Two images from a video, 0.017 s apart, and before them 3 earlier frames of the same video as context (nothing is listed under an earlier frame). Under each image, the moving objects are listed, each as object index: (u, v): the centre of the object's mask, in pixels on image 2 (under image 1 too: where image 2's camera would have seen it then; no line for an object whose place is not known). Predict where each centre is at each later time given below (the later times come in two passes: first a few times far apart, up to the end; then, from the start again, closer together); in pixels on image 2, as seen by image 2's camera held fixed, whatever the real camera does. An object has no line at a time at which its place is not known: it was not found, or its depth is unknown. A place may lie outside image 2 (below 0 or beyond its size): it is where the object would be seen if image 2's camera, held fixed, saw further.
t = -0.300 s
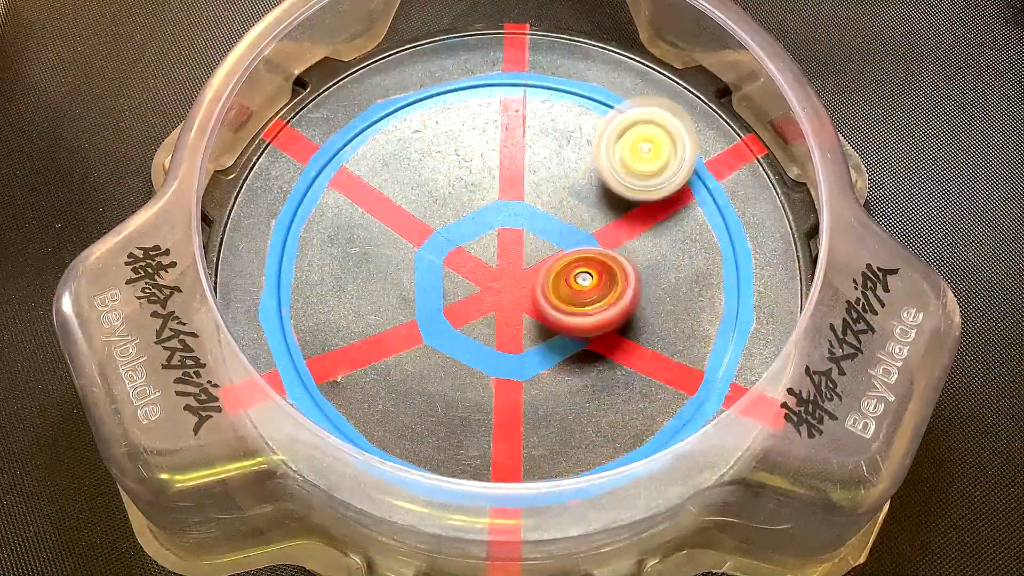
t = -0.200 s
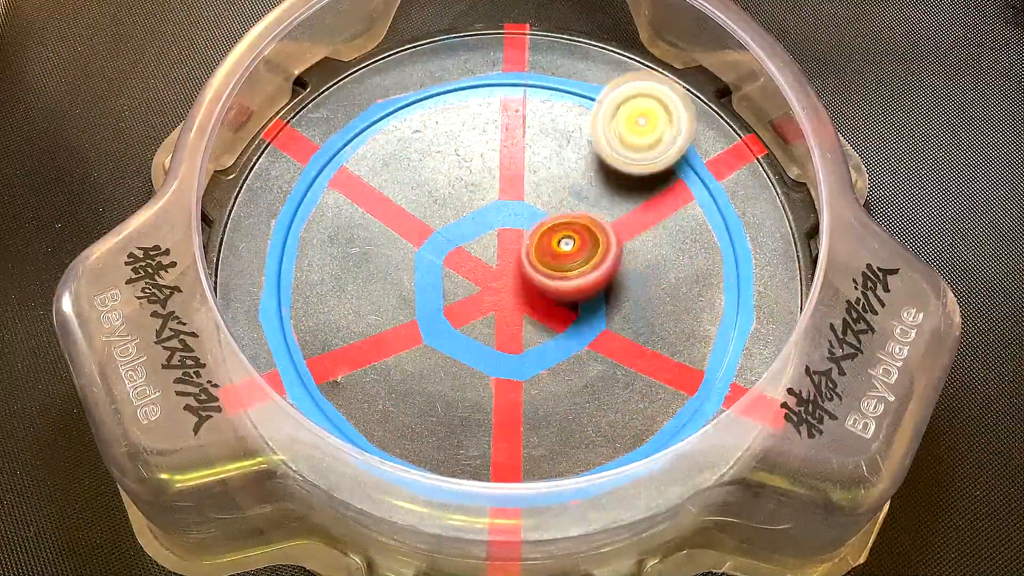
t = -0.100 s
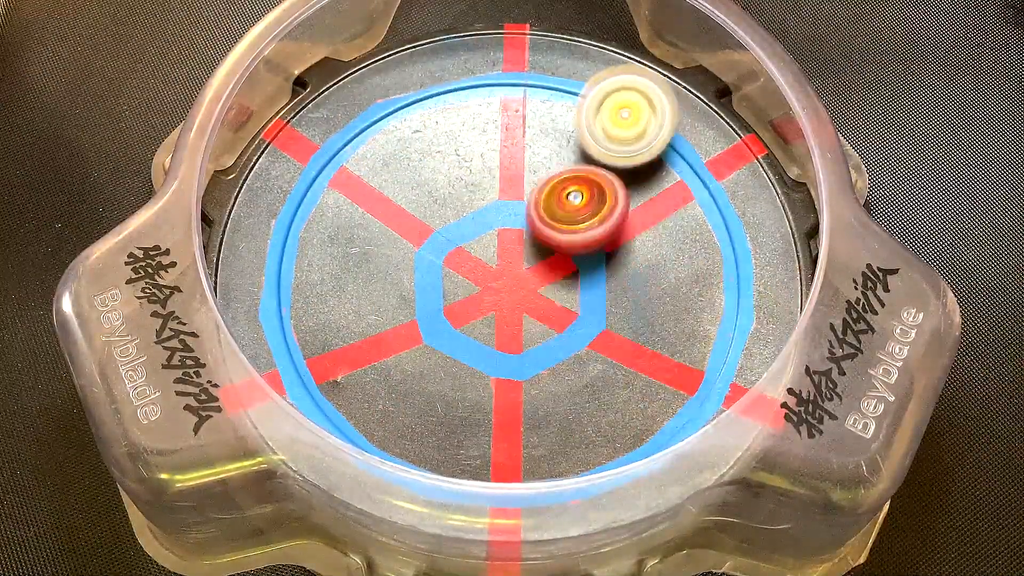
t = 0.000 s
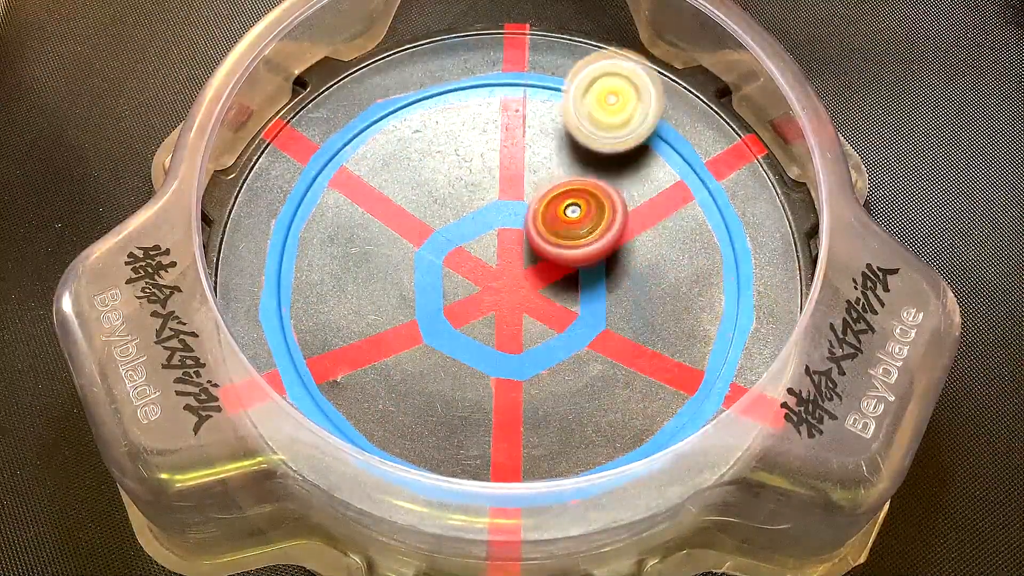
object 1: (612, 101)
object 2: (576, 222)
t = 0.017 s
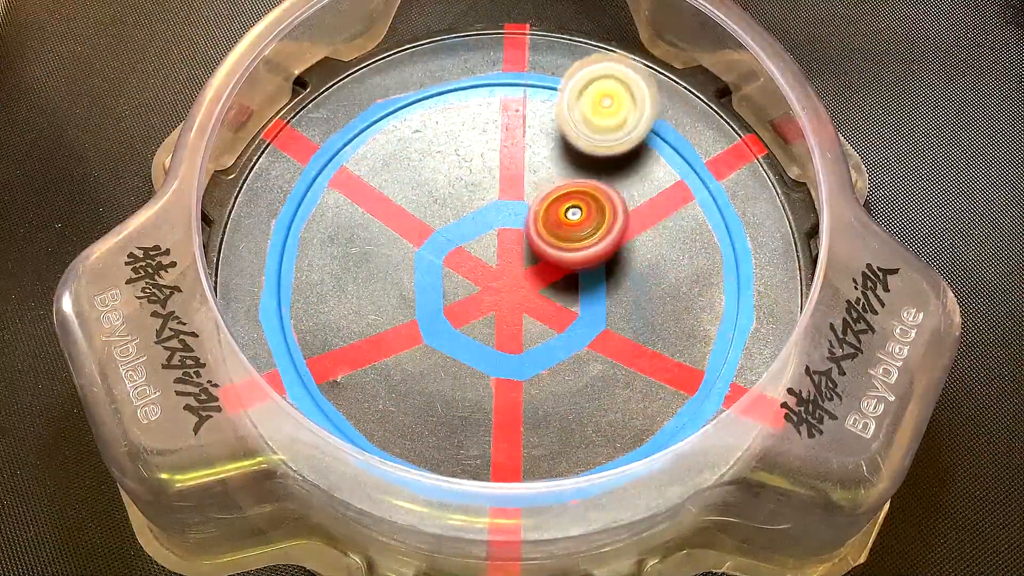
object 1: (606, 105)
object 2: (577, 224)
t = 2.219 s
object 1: (454, 274)
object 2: (593, 202)
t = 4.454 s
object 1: (504, 428)
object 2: (542, 302)
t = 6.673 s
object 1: (590, 224)
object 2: (447, 306)
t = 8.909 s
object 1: (460, 292)
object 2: (526, 181)
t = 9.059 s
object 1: (471, 299)
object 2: (444, 185)
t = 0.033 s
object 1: (601, 109)
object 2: (578, 226)
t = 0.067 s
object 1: (588, 120)
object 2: (580, 229)
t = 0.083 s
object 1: (582, 125)
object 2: (582, 230)
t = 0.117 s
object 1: (572, 135)
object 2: (586, 235)
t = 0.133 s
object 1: (567, 138)
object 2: (589, 240)
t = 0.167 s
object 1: (557, 145)
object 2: (597, 247)
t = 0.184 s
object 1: (554, 150)
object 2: (601, 249)
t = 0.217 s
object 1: (549, 164)
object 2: (611, 252)
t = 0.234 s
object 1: (547, 172)
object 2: (616, 253)
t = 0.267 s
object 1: (545, 188)
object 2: (627, 256)
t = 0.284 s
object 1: (545, 197)
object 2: (631, 258)
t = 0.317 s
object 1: (534, 207)
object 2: (647, 276)
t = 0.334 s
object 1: (529, 211)
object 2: (651, 285)
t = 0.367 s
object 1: (522, 221)
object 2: (652, 303)
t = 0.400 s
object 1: (519, 233)
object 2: (642, 322)
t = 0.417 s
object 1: (518, 242)
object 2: (634, 330)
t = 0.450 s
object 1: (518, 254)
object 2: (609, 344)
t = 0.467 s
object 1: (521, 261)
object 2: (592, 347)
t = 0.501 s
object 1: (513, 258)
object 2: (573, 367)
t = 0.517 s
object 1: (507, 253)
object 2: (565, 379)
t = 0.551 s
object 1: (495, 245)
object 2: (544, 394)
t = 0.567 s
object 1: (490, 242)
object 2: (531, 399)
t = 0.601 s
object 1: (482, 236)
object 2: (505, 403)
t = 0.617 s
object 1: (480, 236)
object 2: (491, 401)
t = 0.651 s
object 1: (477, 234)
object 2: (462, 391)
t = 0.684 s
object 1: (475, 237)
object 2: (435, 373)
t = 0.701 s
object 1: (475, 242)
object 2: (422, 361)
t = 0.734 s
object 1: (475, 250)
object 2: (400, 329)
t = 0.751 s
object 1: (481, 251)
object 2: (386, 317)
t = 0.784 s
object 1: (510, 241)
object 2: (340, 298)
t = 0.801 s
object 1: (524, 238)
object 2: (322, 288)
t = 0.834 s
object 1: (546, 226)
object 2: (290, 261)
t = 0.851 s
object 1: (556, 222)
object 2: (278, 247)
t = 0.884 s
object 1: (571, 211)
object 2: (288, 215)
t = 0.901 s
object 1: (576, 206)
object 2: (299, 202)
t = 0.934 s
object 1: (584, 194)
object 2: (322, 177)
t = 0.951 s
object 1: (587, 191)
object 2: (335, 162)
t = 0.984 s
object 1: (588, 181)
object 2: (362, 132)
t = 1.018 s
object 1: (585, 172)
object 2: (393, 103)
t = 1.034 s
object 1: (583, 168)
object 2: (412, 89)
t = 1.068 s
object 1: (575, 159)
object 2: (457, 75)
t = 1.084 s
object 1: (571, 156)
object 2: (485, 72)
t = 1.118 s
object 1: (570, 170)
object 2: (528, 62)
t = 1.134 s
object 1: (576, 189)
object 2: (542, 56)
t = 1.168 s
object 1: (589, 226)
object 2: (568, 55)
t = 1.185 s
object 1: (596, 244)
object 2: (580, 54)
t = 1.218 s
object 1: (610, 277)
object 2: (603, 53)
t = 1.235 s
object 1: (617, 293)
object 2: (614, 52)
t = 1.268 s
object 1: (629, 319)
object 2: (632, 57)
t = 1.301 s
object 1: (639, 342)
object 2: (639, 79)
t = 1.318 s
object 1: (643, 352)
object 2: (641, 94)
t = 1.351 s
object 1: (650, 367)
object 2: (640, 128)
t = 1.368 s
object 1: (654, 372)
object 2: (636, 147)
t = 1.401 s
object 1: (657, 379)
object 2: (625, 190)
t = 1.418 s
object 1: (658, 381)
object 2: (618, 211)
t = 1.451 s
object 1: (657, 383)
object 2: (595, 252)
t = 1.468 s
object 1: (657, 383)
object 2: (582, 271)
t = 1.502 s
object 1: (652, 380)
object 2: (547, 306)
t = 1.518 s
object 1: (650, 377)
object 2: (527, 322)
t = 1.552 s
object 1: (642, 369)
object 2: (487, 346)
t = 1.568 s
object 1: (638, 363)
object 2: (466, 356)
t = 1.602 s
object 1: (626, 348)
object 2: (423, 373)
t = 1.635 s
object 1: (611, 332)
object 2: (380, 375)
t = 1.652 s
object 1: (604, 323)
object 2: (359, 376)
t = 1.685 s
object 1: (589, 304)
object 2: (320, 365)
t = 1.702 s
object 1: (582, 294)
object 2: (306, 357)
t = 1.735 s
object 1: (569, 277)
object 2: (290, 331)
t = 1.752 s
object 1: (563, 268)
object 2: (286, 319)
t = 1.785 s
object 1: (553, 252)
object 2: (283, 294)
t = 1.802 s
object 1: (547, 244)
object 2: (288, 280)
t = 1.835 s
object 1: (537, 231)
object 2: (295, 251)
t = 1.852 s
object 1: (531, 225)
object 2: (300, 237)
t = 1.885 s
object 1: (521, 219)
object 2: (308, 210)
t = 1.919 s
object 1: (512, 217)
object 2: (318, 184)
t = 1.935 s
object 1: (509, 215)
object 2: (324, 169)
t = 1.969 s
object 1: (499, 216)
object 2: (339, 144)
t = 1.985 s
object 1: (497, 217)
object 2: (353, 134)
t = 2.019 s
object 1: (489, 222)
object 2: (383, 121)
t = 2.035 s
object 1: (484, 226)
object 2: (401, 117)
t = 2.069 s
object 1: (478, 234)
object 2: (438, 117)
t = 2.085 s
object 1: (475, 236)
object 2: (457, 119)
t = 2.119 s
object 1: (469, 246)
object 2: (495, 130)
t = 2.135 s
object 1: (466, 252)
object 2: (514, 139)
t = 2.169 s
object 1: (461, 262)
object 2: (549, 160)
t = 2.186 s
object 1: (458, 265)
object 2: (565, 172)
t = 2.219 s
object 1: (454, 274)
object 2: (593, 202)
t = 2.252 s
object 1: (451, 282)
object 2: (615, 237)
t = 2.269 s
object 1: (450, 287)
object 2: (623, 256)
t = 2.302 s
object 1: (450, 293)
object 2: (637, 295)
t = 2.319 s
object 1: (450, 295)
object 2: (640, 314)
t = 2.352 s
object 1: (451, 301)
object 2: (638, 355)
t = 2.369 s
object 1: (453, 304)
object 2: (635, 376)
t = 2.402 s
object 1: (457, 309)
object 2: (619, 413)
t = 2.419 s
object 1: (459, 311)
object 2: (606, 425)
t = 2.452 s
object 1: (463, 316)
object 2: (584, 465)
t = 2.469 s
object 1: (465, 317)
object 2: (566, 465)
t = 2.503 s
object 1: (468, 319)
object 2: (519, 463)
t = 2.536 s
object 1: (473, 320)
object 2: (475, 460)
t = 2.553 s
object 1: (475, 320)
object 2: (454, 457)
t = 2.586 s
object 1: (479, 320)
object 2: (414, 443)
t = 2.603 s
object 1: (481, 318)
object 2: (397, 434)
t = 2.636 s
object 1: (482, 316)
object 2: (369, 406)
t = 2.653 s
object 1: (483, 315)
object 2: (355, 396)
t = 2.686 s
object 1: (483, 311)
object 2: (329, 371)
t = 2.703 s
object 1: (482, 308)
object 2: (317, 353)
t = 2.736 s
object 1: (479, 301)
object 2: (309, 316)
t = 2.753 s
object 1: (477, 297)
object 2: (311, 299)
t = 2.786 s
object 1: (474, 291)
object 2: (323, 263)
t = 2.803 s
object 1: (473, 288)
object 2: (332, 246)
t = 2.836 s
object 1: (470, 283)
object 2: (357, 217)
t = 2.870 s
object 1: (468, 276)
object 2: (389, 192)
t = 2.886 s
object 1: (467, 275)
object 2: (410, 183)
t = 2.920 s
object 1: (466, 272)
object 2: (447, 170)
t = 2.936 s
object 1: (465, 270)
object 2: (468, 162)
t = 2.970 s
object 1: (463, 269)
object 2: (512, 157)
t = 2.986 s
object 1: (461, 268)
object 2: (535, 156)
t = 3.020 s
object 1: (459, 267)
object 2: (578, 161)
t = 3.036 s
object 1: (459, 267)
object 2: (598, 165)
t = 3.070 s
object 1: (458, 267)
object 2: (641, 176)
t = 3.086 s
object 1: (457, 267)
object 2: (661, 185)
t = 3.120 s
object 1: (454, 267)
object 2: (699, 206)
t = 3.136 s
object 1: (454, 268)
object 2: (717, 219)
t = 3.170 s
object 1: (452, 269)
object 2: (743, 248)
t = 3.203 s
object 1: (451, 269)
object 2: (737, 282)
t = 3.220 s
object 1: (449, 269)
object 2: (732, 302)
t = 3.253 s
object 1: (447, 269)
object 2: (720, 333)
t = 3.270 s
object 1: (448, 270)
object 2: (713, 349)
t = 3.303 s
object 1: (447, 268)
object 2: (688, 376)
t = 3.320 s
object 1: (447, 266)
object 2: (673, 390)
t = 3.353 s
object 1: (446, 265)
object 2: (646, 411)
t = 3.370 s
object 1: (447, 264)
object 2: (628, 420)
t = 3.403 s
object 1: (449, 261)
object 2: (590, 433)
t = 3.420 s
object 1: (449, 258)
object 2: (572, 437)
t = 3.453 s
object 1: (450, 255)
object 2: (526, 440)
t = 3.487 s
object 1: (453, 251)
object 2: (484, 433)
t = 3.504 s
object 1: (455, 249)
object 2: (461, 424)
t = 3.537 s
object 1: (457, 244)
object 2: (431, 398)
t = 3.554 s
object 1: (459, 242)
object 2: (416, 382)
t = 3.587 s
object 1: (463, 238)
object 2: (397, 345)
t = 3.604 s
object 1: (464, 236)
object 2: (391, 326)
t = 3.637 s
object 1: (477, 229)
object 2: (375, 293)
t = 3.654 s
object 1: (501, 215)
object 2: (355, 286)
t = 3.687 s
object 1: (543, 189)
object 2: (320, 266)
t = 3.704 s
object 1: (562, 180)
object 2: (307, 256)
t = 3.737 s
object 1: (596, 161)
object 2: (287, 233)
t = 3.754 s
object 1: (608, 151)
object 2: (282, 221)
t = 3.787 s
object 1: (633, 135)
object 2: (298, 202)
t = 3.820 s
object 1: (651, 124)
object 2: (317, 180)
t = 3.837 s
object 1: (657, 119)
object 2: (329, 169)
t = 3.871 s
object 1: (657, 124)
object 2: (354, 145)
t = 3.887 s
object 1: (655, 131)
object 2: (368, 134)
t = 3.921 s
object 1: (644, 142)
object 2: (400, 115)
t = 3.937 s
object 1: (638, 147)
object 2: (419, 109)
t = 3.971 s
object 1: (621, 163)
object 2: (458, 101)
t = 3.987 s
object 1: (611, 169)
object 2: (480, 99)
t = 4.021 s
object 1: (588, 183)
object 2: (523, 104)
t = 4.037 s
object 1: (578, 195)
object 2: (542, 103)
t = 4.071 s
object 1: (577, 236)
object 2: (561, 90)
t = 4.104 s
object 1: (577, 278)
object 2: (579, 78)
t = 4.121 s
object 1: (577, 300)
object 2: (588, 82)
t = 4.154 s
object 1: (577, 339)
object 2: (604, 95)
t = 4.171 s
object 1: (580, 357)
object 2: (613, 101)
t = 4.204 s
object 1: (580, 394)
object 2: (630, 120)
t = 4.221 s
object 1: (577, 410)
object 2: (637, 133)
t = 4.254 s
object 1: (574, 430)
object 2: (647, 162)
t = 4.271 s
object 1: (573, 436)
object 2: (648, 180)
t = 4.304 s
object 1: (565, 451)
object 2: (645, 216)
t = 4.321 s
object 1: (561, 453)
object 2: (640, 234)
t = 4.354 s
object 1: (547, 440)
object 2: (625, 268)
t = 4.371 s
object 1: (542, 433)
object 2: (614, 284)
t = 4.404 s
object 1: (532, 419)
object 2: (585, 314)
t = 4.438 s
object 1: (515, 418)
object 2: (559, 314)
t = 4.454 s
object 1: (504, 428)
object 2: (542, 302)
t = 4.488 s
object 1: (485, 434)
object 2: (512, 280)
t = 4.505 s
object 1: (475, 436)
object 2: (497, 271)
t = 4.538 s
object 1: (459, 436)
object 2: (475, 253)
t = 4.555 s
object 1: (452, 436)
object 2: (462, 243)
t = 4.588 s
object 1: (444, 431)
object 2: (443, 229)
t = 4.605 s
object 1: (441, 427)
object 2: (436, 222)
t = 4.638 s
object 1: (438, 416)
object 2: (421, 206)
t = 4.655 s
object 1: (438, 408)
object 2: (414, 201)
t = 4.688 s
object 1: (446, 384)
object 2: (406, 192)
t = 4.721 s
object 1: (456, 357)
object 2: (401, 185)
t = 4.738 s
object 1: (464, 341)
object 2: (399, 180)
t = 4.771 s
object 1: (477, 316)
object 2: (397, 177)
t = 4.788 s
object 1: (483, 303)
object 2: (398, 177)
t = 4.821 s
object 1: (496, 281)
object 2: (402, 177)
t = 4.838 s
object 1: (502, 272)
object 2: (403, 179)
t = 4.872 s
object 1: (514, 253)
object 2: (411, 183)
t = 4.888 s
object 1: (519, 247)
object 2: (416, 185)
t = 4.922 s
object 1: (530, 237)
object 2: (428, 189)
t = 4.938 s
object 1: (535, 234)
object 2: (434, 192)
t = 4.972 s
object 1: (542, 229)
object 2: (446, 198)
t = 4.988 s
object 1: (548, 230)
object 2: (450, 199)
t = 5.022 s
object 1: (566, 234)
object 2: (452, 201)
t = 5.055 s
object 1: (580, 238)
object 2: (457, 203)
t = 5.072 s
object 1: (586, 238)
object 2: (459, 204)
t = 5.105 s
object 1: (593, 240)
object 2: (464, 209)
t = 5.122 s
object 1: (597, 240)
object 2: (466, 212)
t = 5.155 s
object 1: (600, 241)
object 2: (472, 221)
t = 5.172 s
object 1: (600, 241)
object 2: (475, 227)
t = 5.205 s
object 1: (601, 241)
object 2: (482, 237)
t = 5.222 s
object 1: (599, 241)
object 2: (485, 242)
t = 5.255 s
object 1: (600, 241)
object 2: (486, 256)
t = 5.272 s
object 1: (604, 241)
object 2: (483, 264)
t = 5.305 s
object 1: (610, 241)
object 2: (479, 279)
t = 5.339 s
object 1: (611, 243)
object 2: (478, 291)
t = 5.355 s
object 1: (611, 242)
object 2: (477, 297)
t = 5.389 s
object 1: (612, 243)
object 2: (478, 309)
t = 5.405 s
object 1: (611, 244)
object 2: (479, 314)
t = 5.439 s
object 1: (608, 245)
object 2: (481, 323)
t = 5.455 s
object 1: (606, 247)
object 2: (481, 327)
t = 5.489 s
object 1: (602, 248)
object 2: (483, 336)
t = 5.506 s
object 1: (602, 249)
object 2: (484, 339)
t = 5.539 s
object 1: (594, 254)
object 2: (488, 346)
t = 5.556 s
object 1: (591, 255)
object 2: (489, 349)
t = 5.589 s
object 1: (582, 262)
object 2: (494, 351)
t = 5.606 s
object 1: (577, 264)
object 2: (496, 351)
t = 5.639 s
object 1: (570, 271)
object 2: (501, 350)
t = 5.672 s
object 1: (573, 264)
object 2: (492, 363)
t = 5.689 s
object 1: (574, 261)
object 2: (489, 368)
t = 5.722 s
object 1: (574, 253)
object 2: (484, 374)
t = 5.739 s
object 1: (572, 249)
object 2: (482, 375)
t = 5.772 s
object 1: (569, 241)
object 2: (482, 375)
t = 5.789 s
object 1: (568, 238)
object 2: (482, 374)
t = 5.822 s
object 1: (564, 232)
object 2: (482, 371)
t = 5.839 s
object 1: (562, 230)
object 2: (481, 370)
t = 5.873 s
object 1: (559, 227)
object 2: (480, 365)
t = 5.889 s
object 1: (556, 227)
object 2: (480, 363)
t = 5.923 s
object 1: (551, 229)
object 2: (479, 356)
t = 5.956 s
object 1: (544, 234)
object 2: (478, 349)
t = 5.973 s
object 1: (541, 237)
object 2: (478, 346)
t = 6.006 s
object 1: (533, 247)
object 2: (481, 335)
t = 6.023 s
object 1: (529, 250)
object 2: (483, 333)
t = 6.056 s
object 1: (532, 221)
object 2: (474, 358)
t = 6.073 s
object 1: (533, 212)
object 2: (469, 368)
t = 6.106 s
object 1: (537, 193)
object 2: (464, 384)
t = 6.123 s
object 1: (538, 185)
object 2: (461, 390)
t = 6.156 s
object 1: (542, 173)
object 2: (459, 395)
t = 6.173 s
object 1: (544, 168)
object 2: (460, 396)
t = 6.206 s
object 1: (548, 162)
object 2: (461, 394)
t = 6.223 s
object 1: (548, 161)
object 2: (462, 392)
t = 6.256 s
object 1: (548, 161)
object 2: (466, 387)
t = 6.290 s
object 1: (546, 164)
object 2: (468, 380)
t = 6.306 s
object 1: (544, 167)
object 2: (468, 375)
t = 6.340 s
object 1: (541, 171)
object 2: (470, 365)
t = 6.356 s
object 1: (540, 173)
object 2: (472, 360)
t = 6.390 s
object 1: (540, 179)
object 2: (475, 350)
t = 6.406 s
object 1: (541, 182)
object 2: (477, 345)
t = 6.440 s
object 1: (544, 191)
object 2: (478, 337)
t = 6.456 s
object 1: (546, 192)
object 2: (478, 333)
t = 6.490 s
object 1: (551, 201)
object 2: (479, 324)
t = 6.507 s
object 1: (553, 204)
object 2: (480, 320)
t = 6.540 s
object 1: (554, 211)
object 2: (482, 312)
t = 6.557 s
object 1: (555, 216)
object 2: (483, 307)
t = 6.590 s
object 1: (557, 227)
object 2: (485, 297)
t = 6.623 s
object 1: (566, 232)
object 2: (476, 299)
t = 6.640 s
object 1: (574, 229)
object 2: (464, 301)
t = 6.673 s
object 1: (590, 224)
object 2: (447, 306)
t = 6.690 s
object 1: (597, 222)
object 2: (439, 308)
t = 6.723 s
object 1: (605, 211)
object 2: (423, 307)
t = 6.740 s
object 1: (606, 208)
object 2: (417, 305)
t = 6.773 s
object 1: (608, 204)
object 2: (406, 300)
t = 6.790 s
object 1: (609, 201)
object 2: (402, 297)
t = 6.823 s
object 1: (609, 199)
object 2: (397, 293)
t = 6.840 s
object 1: (609, 198)
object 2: (395, 291)
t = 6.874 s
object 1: (605, 197)
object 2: (394, 286)
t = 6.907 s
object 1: (602, 202)
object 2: (397, 284)
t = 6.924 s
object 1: (601, 207)
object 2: (398, 283)
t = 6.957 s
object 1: (596, 213)
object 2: (400, 281)
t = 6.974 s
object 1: (589, 217)
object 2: (402, 280)
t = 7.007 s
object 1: (578, 229)
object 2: (408, 277)
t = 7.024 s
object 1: (572, 234)
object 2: (411, 276)
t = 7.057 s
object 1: (560, 243)
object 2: (415, 274)
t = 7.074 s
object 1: (554, 245)
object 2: (418, 271)
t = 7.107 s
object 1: (537, 255)
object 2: (424, 269)
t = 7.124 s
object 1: (530, 259)
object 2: (426, 268)
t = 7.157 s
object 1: (547, 251)
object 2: (400, 265)
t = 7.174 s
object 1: (555, 252)
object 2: (381, 267)
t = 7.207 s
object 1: (578, 257)
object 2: (351, 274)
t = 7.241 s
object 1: (596, 251)
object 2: (333, 268)
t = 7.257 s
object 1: (606, 250)
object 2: (326, 265)
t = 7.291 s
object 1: (618, 250)
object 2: (317, 264)
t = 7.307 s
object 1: (625, 250)
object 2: (314, 263)
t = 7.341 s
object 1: (630, 253)
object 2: (311, 260)
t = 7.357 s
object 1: (633, 253)
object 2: (311, 259)
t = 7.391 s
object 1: (632, 255)
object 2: (315, 260)
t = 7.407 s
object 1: (633, 256)
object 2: (318, 259)
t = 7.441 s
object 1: (630, 255)
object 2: (328, 257)
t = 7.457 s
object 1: (631, 257)
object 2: (333, 258)
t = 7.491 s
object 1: (624, 256)
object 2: (344, 256)
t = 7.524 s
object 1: (622, 256)
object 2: (358, 257)
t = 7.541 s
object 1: (616, 258)
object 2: (366, 259)
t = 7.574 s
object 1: (611, 255)
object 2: (383, 262)
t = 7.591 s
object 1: (605, 257)
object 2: (394, 265)
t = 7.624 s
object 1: (600, 253)
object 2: (415, 273)
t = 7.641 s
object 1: (593, 256)
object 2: (427, 276)
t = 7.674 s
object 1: (588, 252)
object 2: (452, 287)
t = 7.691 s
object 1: (582, 253)
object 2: (464, 291)
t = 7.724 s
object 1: (573, 252)
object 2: (490, 302)
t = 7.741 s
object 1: (570, 251)
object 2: (499, 311)
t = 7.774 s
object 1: (577, 231)
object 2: (505, 337)
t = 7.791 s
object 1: (578, 224)
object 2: (510, 349)
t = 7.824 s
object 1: (579, 207)
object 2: (520, 367)
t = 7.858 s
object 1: (580, 196)
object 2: (531, 381)
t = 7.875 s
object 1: (573, 191)
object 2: (537, 388)
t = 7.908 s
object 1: (565, 184)
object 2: (547, 395)
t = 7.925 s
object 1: (560, 181)
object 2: (552, 398)
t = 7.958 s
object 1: (546, 179)
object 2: (560, 401)
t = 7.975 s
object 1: (542, 178)
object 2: (565, 401)
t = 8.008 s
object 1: (526, 178)
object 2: (570, 401)
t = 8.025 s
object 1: (521, 176)
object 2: (573, 397)
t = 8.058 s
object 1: (506, 178)
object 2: (575, 394)
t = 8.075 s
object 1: (495, 179)
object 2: (574, 389)
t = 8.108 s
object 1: (484, 179)
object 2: (576, 381)
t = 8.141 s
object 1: (474, 183)
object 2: (576, 371)
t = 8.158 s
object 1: (470, 187)
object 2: (577, 366)
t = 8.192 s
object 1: (464, 190)
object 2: (577, 353)
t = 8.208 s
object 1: (467, 191)
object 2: (578, 345)
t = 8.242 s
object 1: (467, 196)
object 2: (579, 331)
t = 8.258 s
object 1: (465, 196)
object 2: (581, 322)
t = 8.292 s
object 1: (470, 203)
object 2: (585, 305)
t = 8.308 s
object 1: (475, 212)
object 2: (587, 296)
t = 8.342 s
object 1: (482, 219)
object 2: (591, 278)
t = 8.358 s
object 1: (488, 223)
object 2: (591, 270)
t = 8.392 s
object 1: (495, 234)
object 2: (595, 251)
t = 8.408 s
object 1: (487, 240)
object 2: (604, 243)
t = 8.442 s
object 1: (474, 244)
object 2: (624, 228)
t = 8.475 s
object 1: (465, 252)
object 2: (637, 214)
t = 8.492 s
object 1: (462, 254)
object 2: (642, 208)
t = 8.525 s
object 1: (454, 263)
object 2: (647, 196)
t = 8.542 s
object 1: (451, 268)
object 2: (648, 191)
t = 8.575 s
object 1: (448, 275)
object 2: (648, 184)
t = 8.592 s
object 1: (445, 276)
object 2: (646, 181)
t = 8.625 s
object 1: (445, 276)
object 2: (641, 177)
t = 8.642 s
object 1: (445, 275)
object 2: (639, 177)
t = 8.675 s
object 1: (447, 277)
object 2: (630, 174)
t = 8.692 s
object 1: (449, 279)
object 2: (624, 174)
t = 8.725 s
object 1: (452, 281)
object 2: (614, 175)
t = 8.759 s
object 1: (455, 283)
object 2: (601, 177)
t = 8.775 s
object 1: (453, 284)
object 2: (595, 177)
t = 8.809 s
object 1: (455, 288)
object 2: (579, 179)
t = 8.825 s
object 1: (459, 287)
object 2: (573, 180)
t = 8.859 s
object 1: (461, 289)
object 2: (554, 180)
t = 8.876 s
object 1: (458, 292)
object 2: (546, 181)
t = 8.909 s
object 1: (460, 292)
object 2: (526, 181)
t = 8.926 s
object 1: (460, 290)
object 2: (517, 182)
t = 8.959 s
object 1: (461, 290)
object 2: (498, 183)
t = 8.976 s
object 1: (464, 291)
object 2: (489, 185)
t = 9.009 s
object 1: (468, 290)
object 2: (471, 187)
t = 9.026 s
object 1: (465, 290)
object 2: (462, 190)
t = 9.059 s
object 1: (471, 299)
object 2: (444, 185)
